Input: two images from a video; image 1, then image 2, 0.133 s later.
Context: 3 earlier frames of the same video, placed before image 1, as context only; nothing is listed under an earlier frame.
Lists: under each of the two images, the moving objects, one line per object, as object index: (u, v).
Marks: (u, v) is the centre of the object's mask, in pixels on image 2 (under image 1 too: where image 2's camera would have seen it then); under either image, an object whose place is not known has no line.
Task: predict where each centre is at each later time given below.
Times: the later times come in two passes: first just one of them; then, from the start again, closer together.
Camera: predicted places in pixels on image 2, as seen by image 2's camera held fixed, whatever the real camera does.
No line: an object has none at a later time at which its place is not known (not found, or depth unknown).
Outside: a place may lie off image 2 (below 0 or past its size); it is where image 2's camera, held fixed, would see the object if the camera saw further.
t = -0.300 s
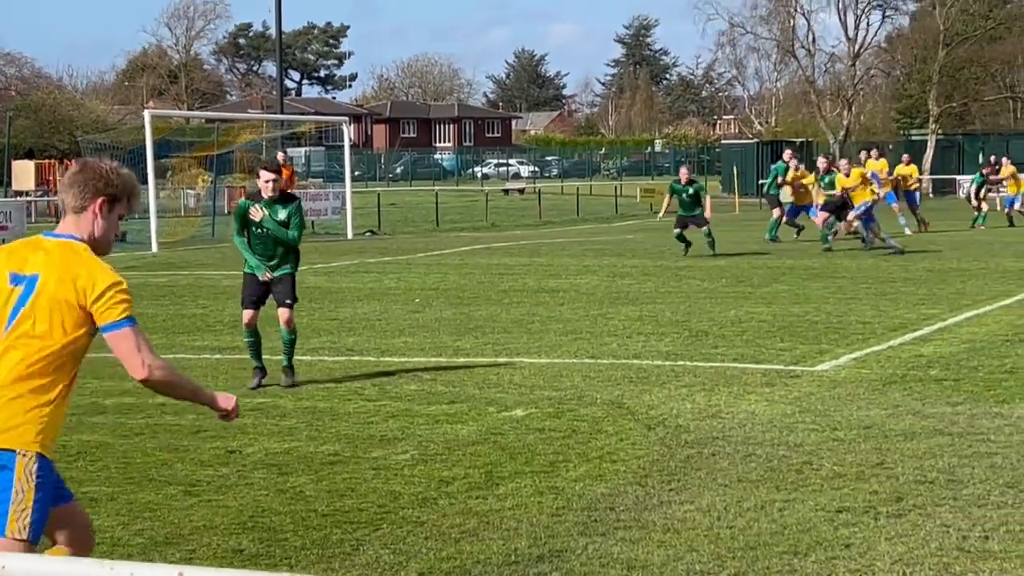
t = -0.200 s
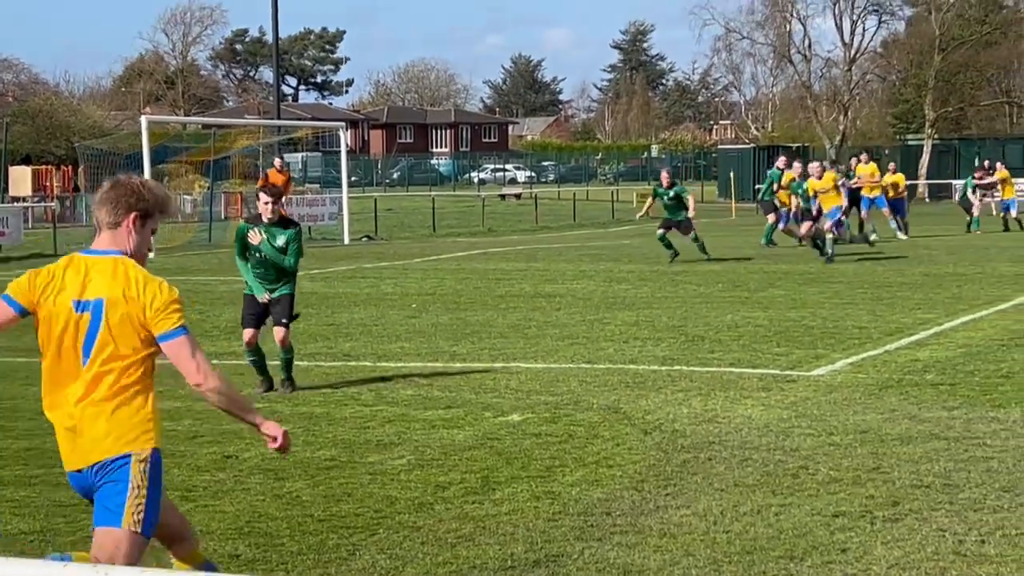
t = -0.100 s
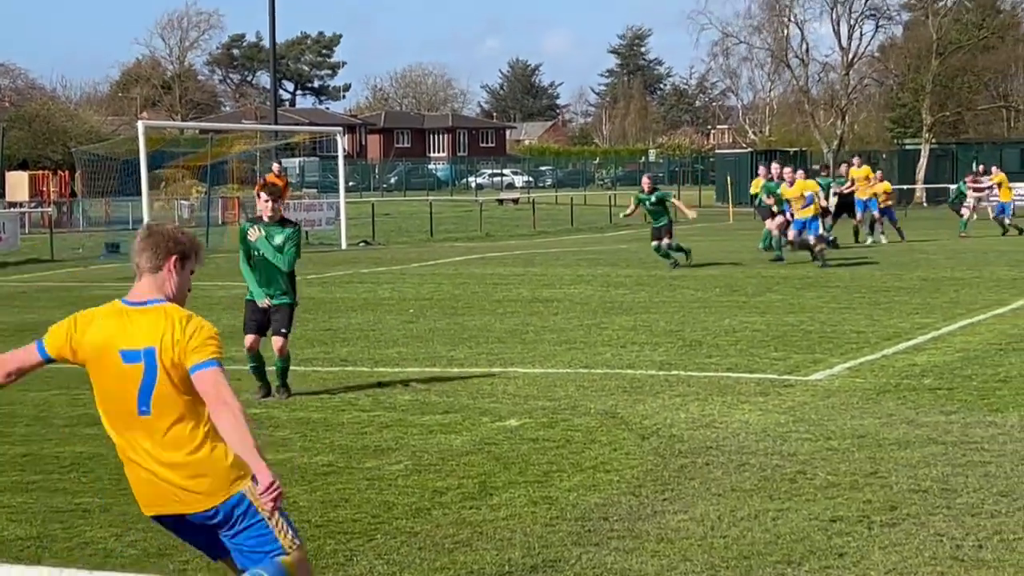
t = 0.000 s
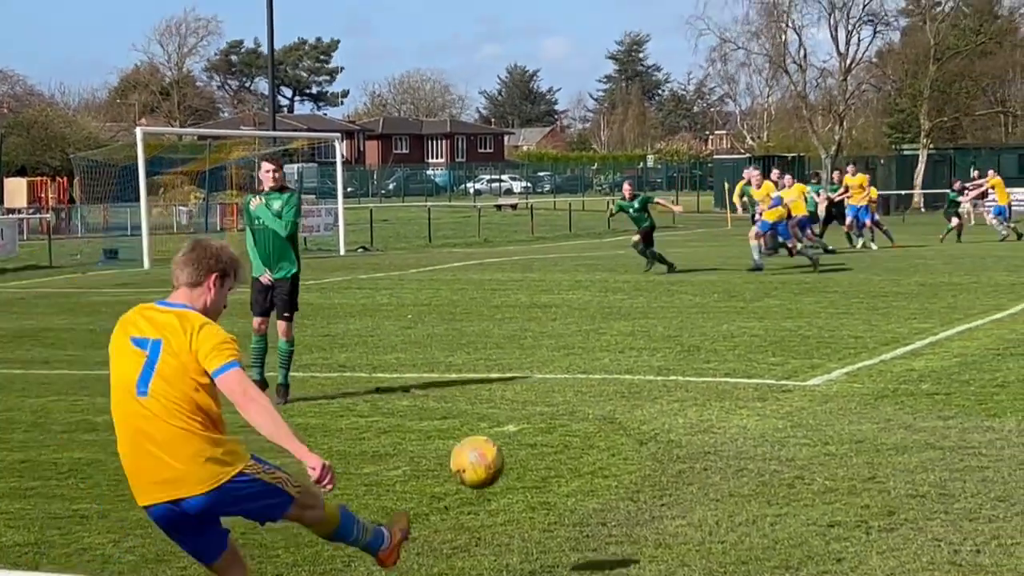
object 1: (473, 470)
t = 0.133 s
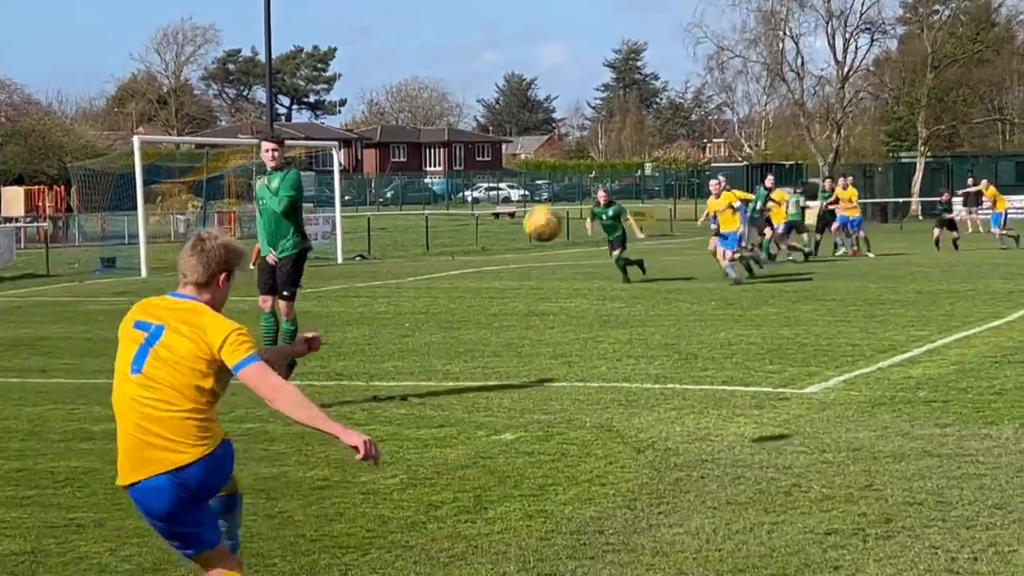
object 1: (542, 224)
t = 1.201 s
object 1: (507, 144)
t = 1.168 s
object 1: (510, 134)
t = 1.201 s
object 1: (507, 144)
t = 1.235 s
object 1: (504, 153)
